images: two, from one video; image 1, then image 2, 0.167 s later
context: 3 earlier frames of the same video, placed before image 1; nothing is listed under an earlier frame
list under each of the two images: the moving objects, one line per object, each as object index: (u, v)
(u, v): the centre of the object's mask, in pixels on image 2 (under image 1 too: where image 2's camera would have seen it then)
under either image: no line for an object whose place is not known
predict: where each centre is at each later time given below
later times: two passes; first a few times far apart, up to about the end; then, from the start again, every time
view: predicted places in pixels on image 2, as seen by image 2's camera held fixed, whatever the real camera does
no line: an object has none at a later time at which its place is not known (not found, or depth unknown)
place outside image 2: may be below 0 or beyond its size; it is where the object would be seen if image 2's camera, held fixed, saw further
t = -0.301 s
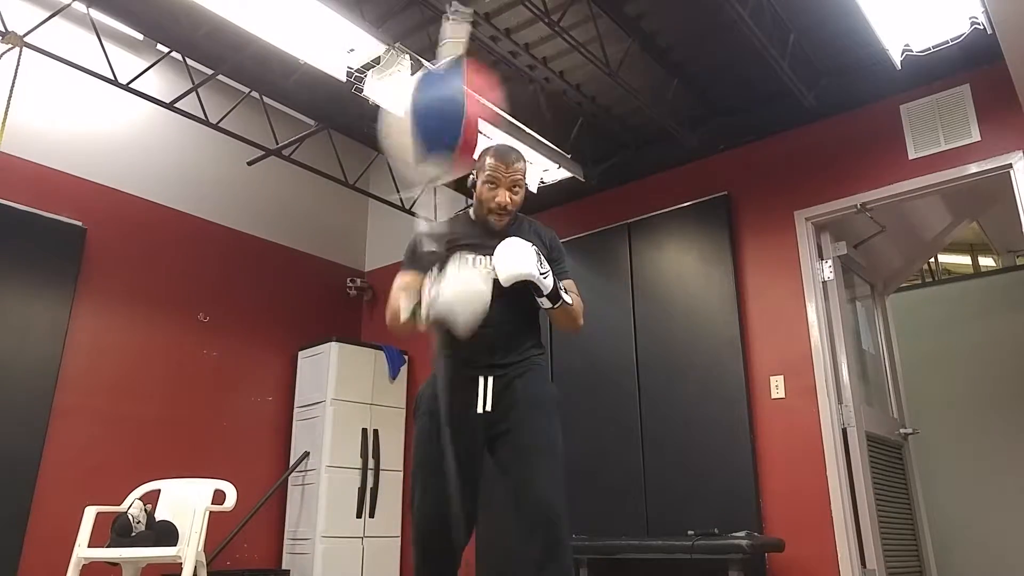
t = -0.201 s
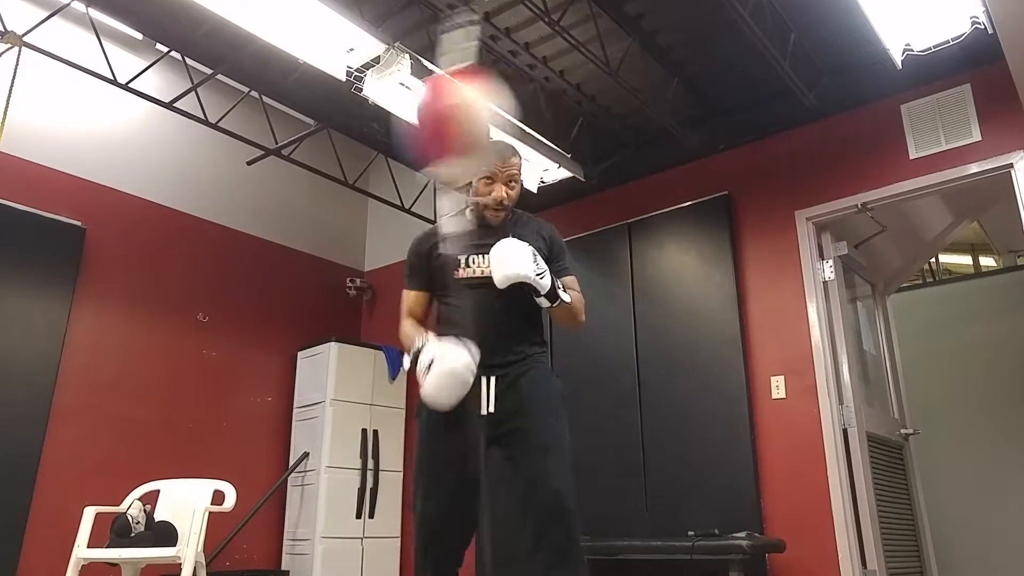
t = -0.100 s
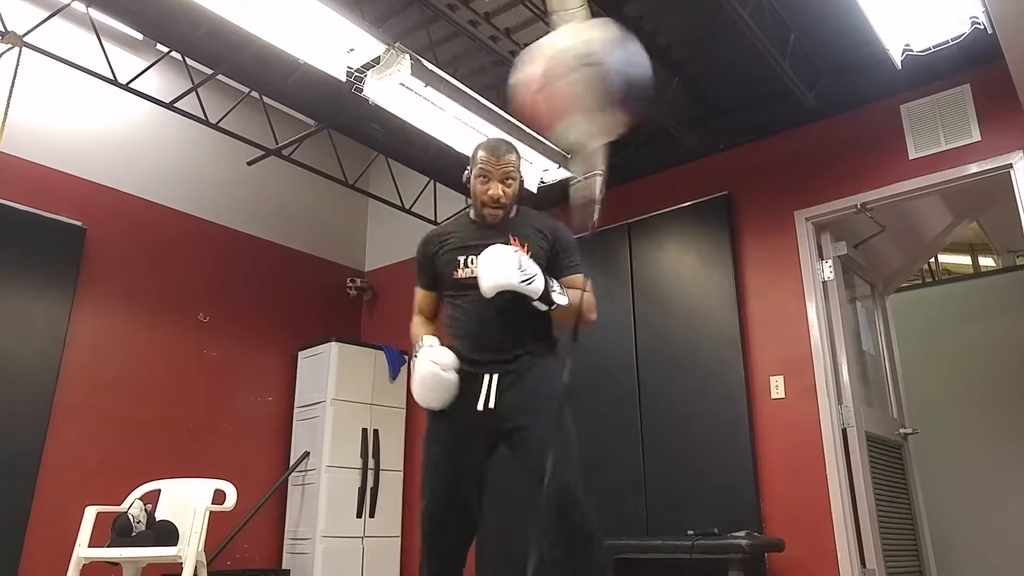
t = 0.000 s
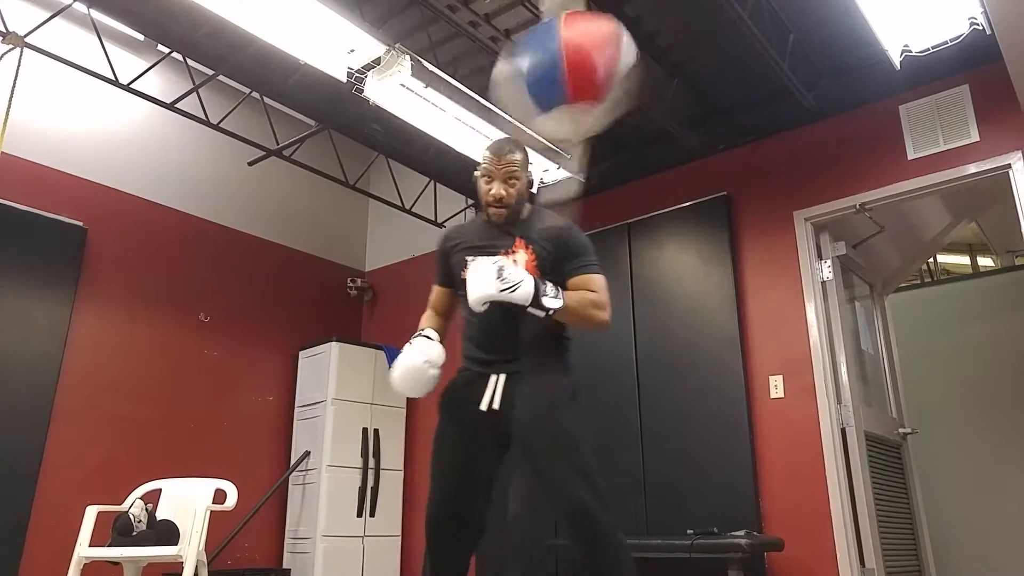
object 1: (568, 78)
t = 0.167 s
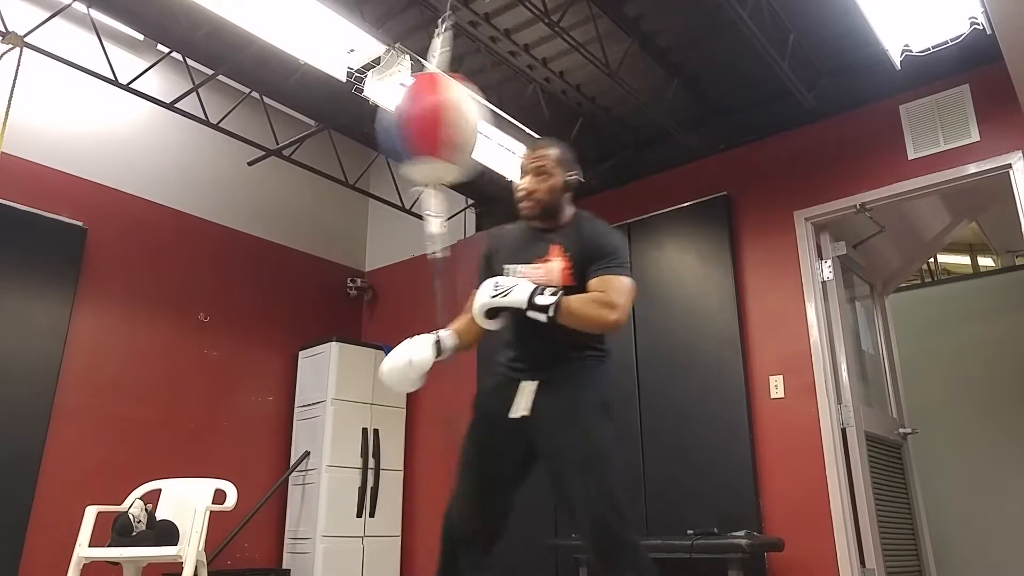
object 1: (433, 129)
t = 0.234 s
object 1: (514, 104)
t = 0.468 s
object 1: (484, 98)
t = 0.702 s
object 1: (577, 88)
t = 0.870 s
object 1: (484, 97)
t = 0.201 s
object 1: (468, 123)
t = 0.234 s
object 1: (514, 104)
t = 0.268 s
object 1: (546, 95)
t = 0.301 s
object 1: (579, 84)
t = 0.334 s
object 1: (597, 80)
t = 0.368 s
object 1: (587, 78)
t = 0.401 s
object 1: (561, 78)
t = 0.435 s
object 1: (527, 86)
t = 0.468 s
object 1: (484, 98)
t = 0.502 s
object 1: (442, 114)
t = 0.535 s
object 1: (427, 122)
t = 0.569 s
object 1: (434, 126)
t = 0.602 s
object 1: (463, 122)
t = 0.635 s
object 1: (511, 102)
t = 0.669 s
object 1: (547, 94)
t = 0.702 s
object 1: (577, 88)
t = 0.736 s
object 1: (592, 83)
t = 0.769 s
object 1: (586, 82)
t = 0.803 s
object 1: (562, 83)
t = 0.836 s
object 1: (527, 88)
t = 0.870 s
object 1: (484, 97)
